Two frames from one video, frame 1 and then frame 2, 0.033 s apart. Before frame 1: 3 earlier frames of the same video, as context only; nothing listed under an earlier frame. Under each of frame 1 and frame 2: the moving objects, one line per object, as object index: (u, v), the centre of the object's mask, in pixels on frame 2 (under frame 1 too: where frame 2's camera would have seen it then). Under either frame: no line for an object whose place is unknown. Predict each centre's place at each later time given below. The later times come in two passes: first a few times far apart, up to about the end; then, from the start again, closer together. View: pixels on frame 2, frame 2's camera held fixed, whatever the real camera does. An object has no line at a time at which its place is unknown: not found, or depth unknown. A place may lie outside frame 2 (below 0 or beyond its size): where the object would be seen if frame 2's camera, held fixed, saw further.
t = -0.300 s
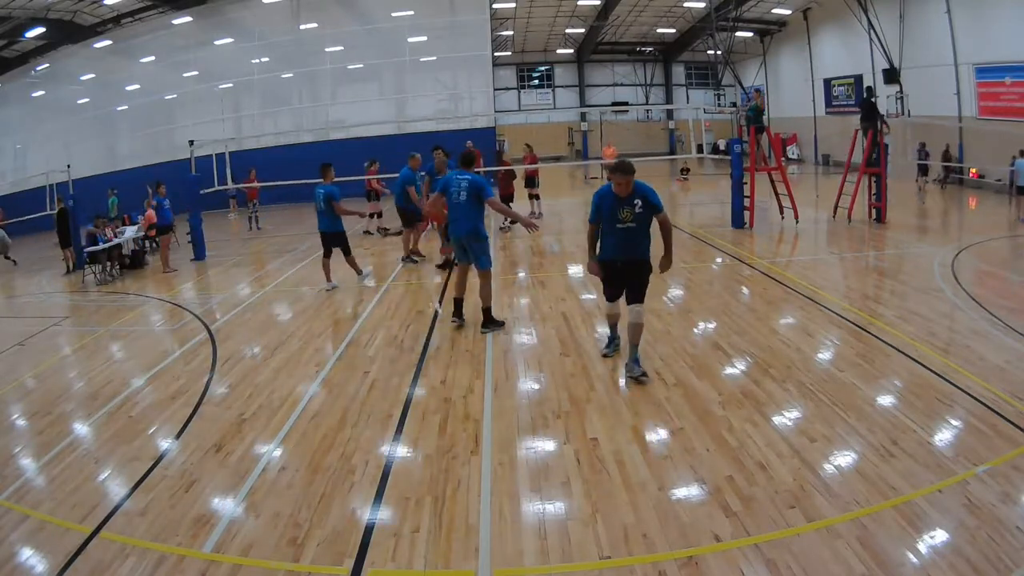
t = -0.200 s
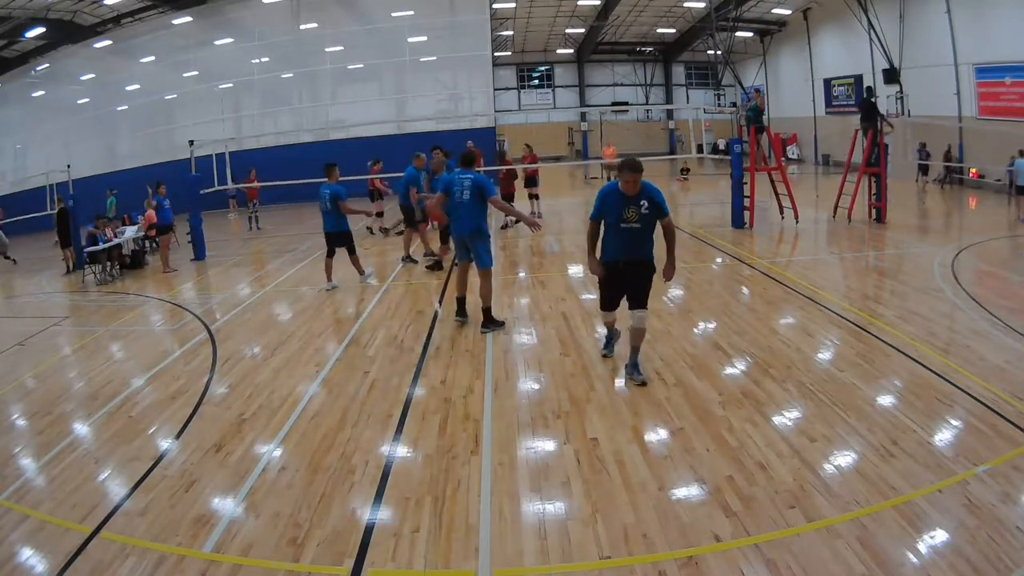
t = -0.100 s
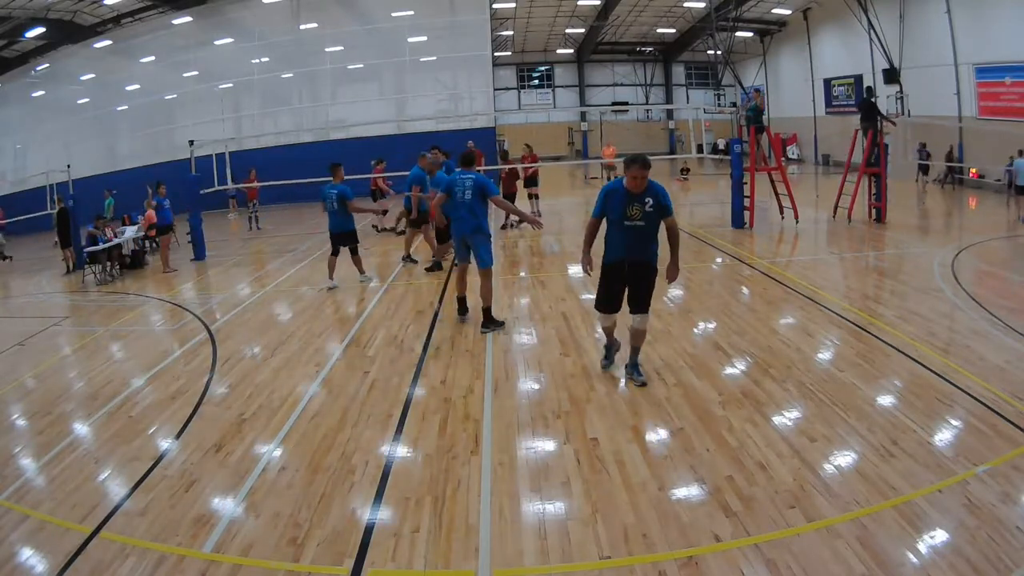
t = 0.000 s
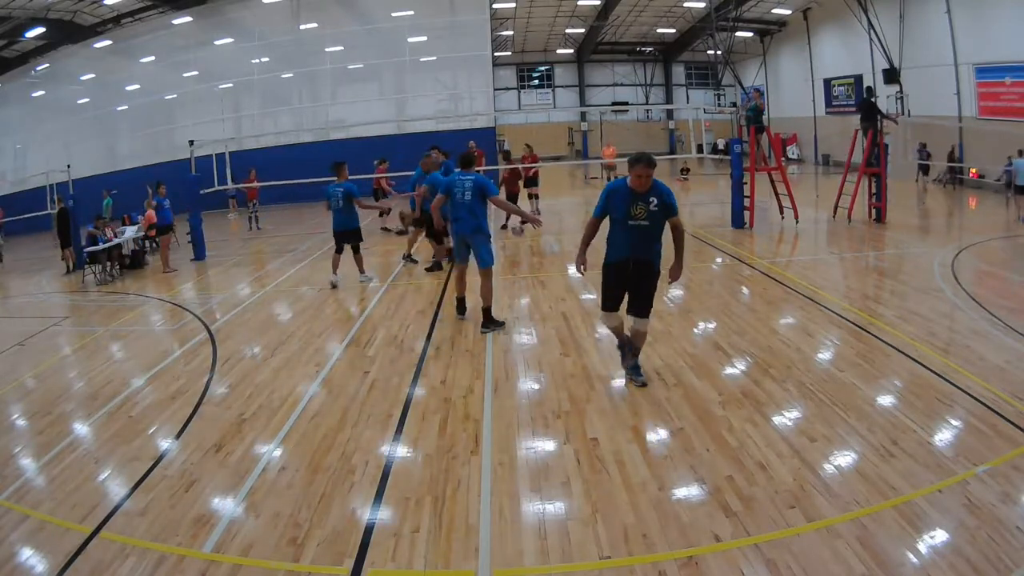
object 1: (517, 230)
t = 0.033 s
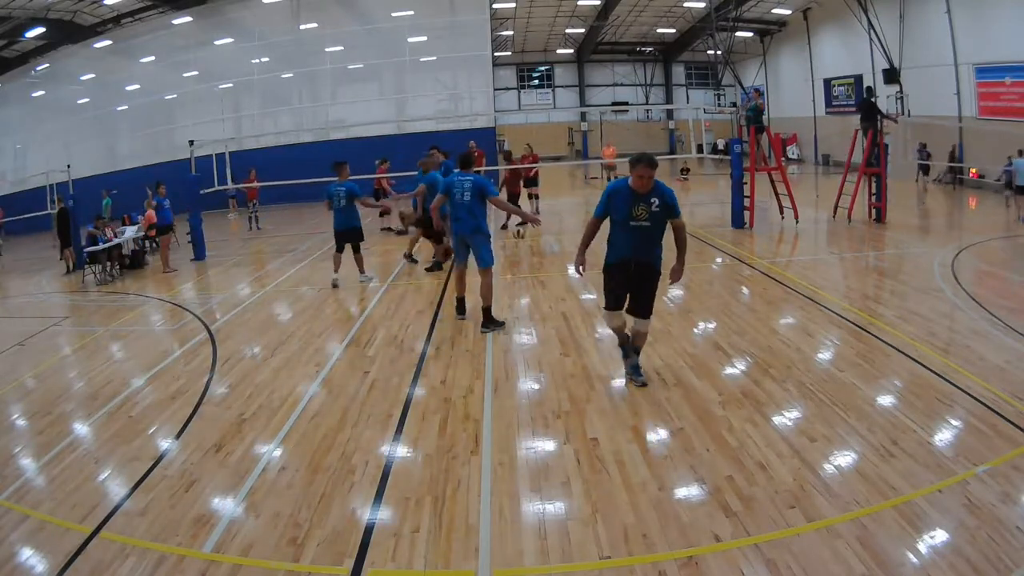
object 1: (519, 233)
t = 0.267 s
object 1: (531, 252)
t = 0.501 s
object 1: (544, 254)
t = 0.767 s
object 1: (564, 284)
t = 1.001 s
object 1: (584, 290)
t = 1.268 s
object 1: (612, 328)
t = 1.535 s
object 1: (647, 370)
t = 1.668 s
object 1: (668, 390)
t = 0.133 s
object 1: (524, 249)
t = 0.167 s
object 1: (526, 256)
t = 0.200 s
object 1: (528, 258)
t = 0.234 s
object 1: (530, 254)
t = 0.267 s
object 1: (531, 252)
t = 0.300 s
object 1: (533, 250)
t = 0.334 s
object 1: (534, 248)
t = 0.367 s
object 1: (536, 247)
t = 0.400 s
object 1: (538, 248)
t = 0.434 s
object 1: (540, 249)
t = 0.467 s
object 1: (544, 251)
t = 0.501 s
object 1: (544, 254)
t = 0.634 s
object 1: (554, 274)
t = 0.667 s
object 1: (556, 282)
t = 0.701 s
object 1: (559, 291)
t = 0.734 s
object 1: (562, 287)
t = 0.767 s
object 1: (564, 284)
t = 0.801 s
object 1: (567, 283)
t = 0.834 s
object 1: (570, 282)
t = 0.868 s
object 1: (572, 281)
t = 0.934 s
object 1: (578, 284)
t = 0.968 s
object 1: (581, 289)
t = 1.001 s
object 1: (584, 290)
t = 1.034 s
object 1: (588, 297)
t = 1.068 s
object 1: (591, 302)
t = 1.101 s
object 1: (595, 310)
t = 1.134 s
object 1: (598, 320)
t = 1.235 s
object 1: (609, 329)
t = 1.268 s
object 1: (612, 328)
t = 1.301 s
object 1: (616, 328)
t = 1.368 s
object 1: (624, 333)
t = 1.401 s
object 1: (629, 337)
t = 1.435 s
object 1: (632, 342)
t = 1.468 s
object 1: (637, 349)
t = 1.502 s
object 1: (642, 359)
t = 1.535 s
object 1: (647, 370)
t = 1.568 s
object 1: (652, 380)
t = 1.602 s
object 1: (657, 393)
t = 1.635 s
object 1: (662, 390)
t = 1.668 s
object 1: (668, 390)
